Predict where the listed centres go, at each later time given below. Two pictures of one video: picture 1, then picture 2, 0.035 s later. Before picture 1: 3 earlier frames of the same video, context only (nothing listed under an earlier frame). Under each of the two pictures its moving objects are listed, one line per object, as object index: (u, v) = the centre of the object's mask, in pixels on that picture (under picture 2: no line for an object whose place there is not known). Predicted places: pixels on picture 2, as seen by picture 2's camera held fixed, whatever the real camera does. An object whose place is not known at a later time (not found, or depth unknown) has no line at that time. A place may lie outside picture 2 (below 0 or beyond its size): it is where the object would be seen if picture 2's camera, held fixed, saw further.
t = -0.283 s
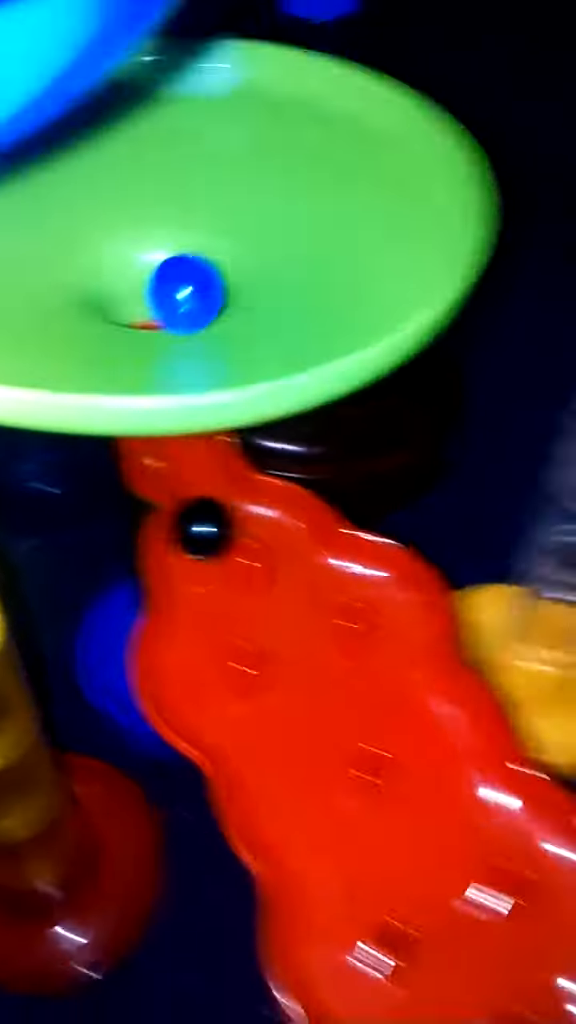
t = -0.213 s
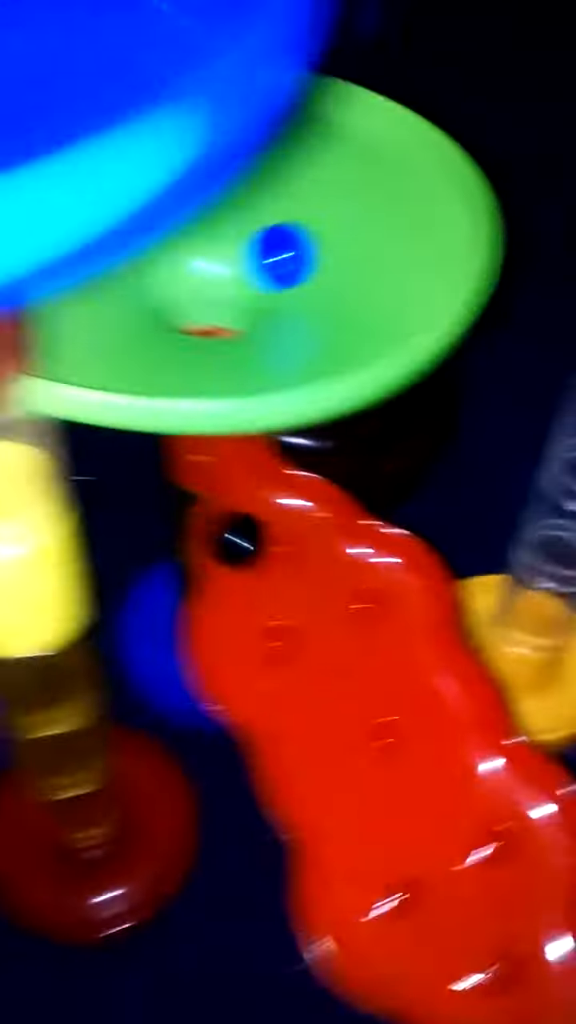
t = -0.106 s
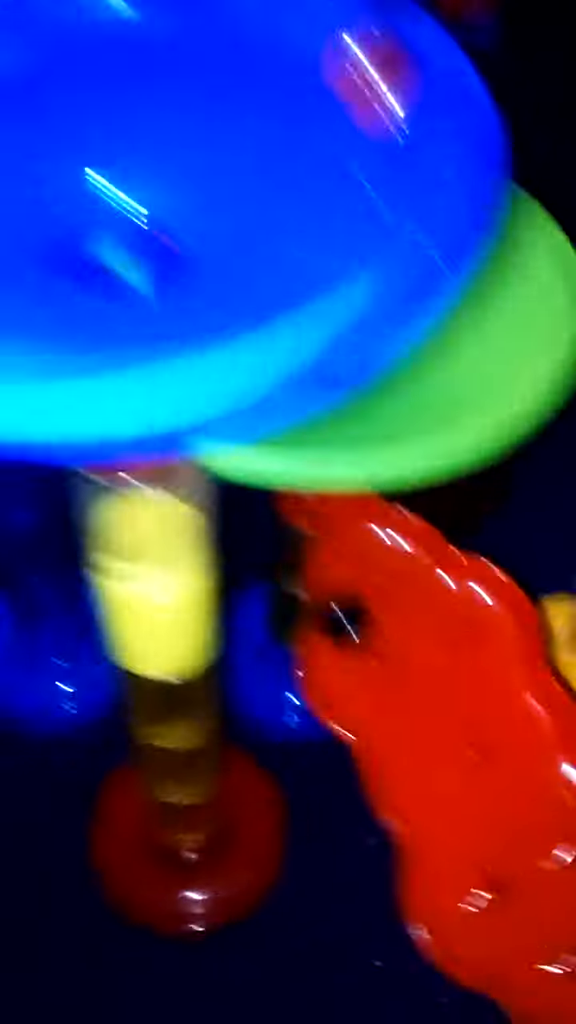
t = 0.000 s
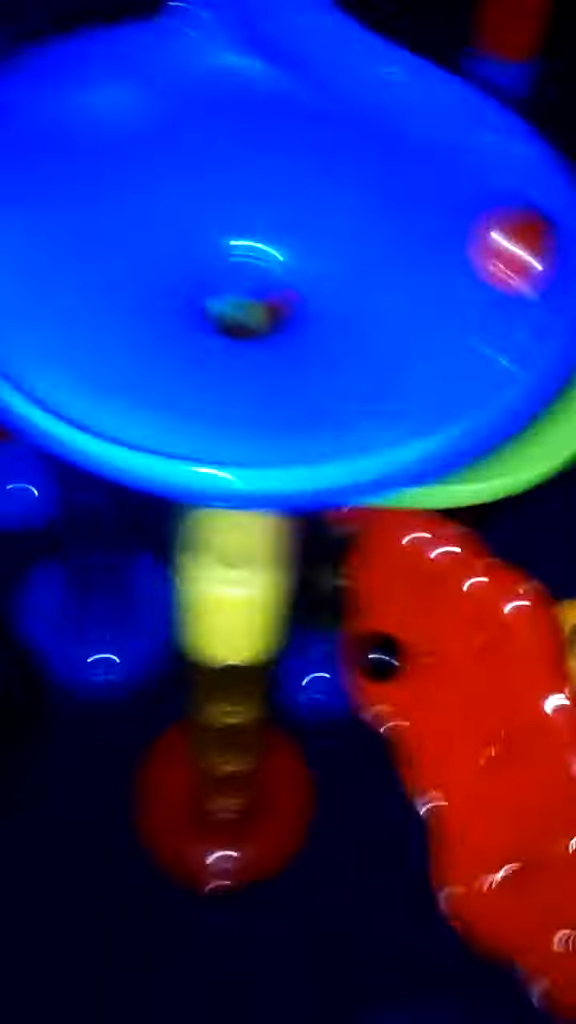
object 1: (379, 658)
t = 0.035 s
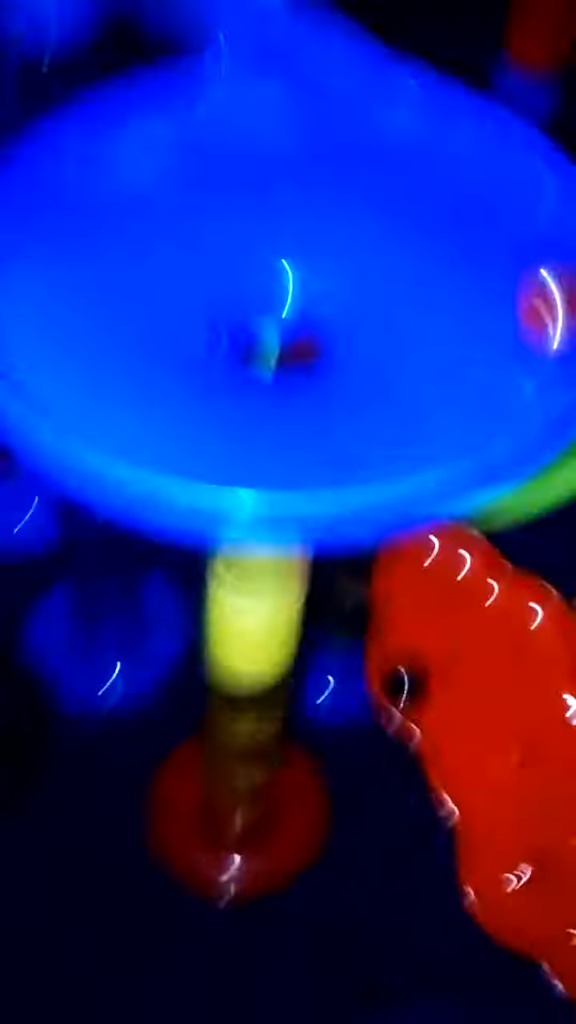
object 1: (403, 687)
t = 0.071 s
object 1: (419, 702)
